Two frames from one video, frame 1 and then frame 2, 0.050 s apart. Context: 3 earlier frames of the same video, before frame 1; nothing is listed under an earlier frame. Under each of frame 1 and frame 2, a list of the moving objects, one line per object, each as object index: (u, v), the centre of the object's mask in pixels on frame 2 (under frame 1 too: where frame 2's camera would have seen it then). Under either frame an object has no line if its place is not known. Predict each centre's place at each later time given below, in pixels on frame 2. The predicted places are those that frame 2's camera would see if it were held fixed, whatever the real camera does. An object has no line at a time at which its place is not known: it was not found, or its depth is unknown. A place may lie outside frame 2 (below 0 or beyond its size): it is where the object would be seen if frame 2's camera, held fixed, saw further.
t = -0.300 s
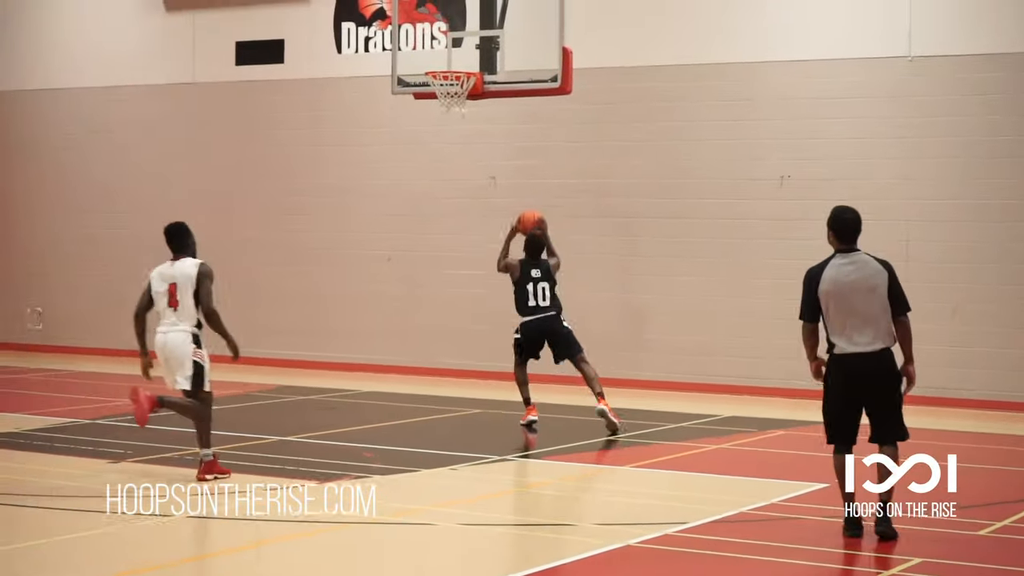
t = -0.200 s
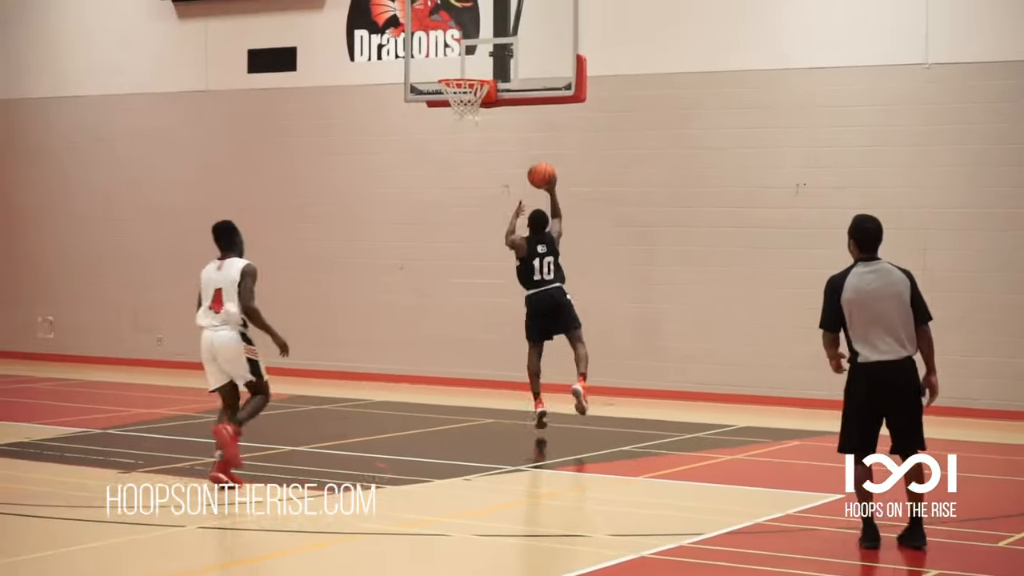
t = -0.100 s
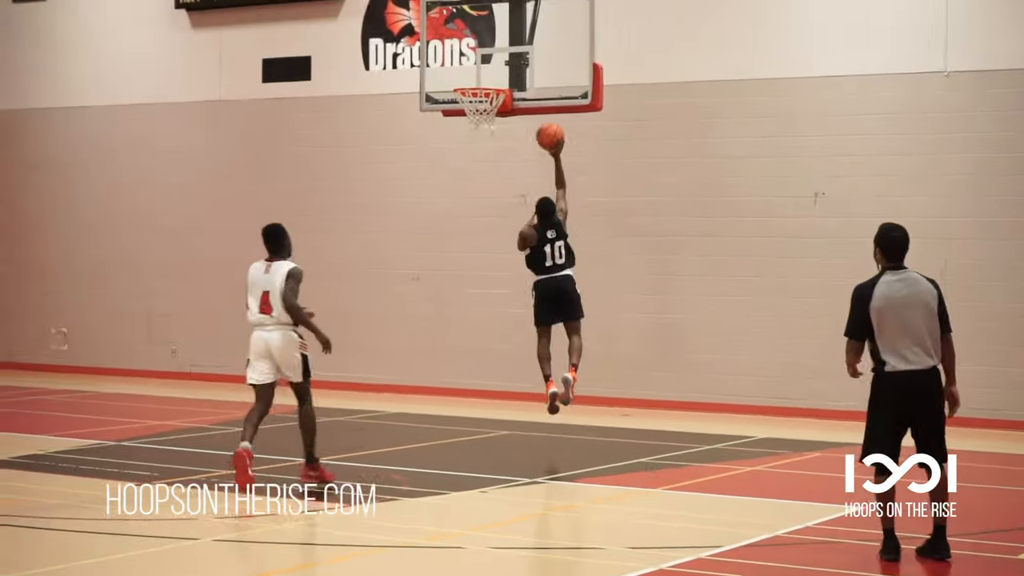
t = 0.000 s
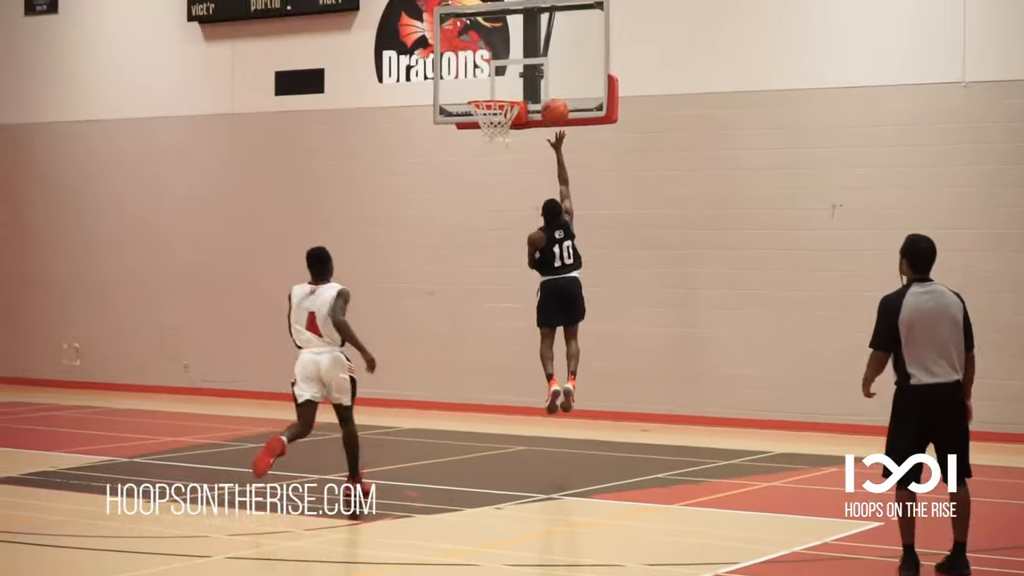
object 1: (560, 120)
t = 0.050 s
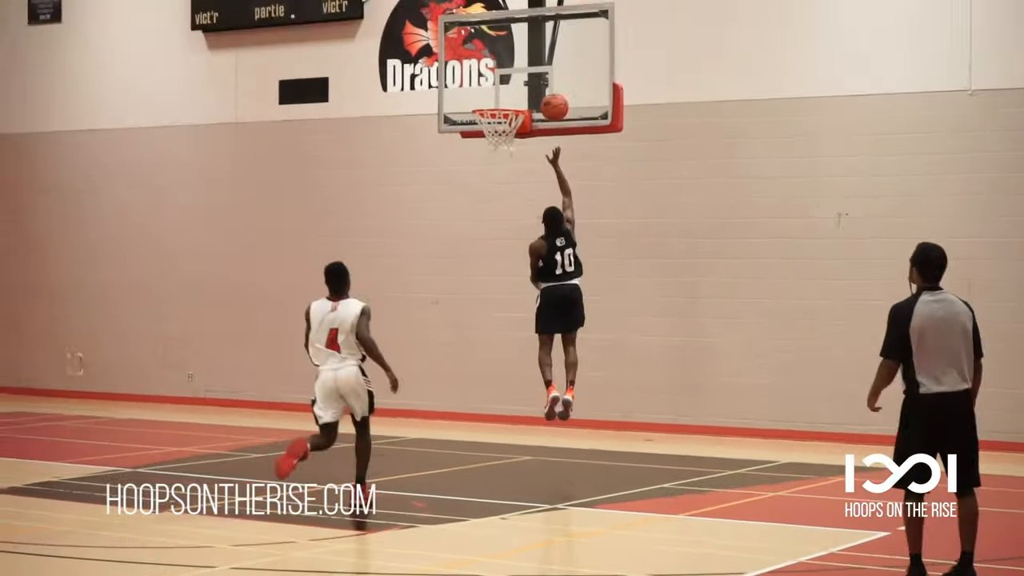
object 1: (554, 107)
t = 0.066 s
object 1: (552, 102)
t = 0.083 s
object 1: (551, 99)
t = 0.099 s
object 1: (549, 96)
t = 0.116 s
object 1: (547, 93)
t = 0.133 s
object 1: (545, 91)
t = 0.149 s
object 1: (543, 89)
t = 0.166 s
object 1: (541, 86)
